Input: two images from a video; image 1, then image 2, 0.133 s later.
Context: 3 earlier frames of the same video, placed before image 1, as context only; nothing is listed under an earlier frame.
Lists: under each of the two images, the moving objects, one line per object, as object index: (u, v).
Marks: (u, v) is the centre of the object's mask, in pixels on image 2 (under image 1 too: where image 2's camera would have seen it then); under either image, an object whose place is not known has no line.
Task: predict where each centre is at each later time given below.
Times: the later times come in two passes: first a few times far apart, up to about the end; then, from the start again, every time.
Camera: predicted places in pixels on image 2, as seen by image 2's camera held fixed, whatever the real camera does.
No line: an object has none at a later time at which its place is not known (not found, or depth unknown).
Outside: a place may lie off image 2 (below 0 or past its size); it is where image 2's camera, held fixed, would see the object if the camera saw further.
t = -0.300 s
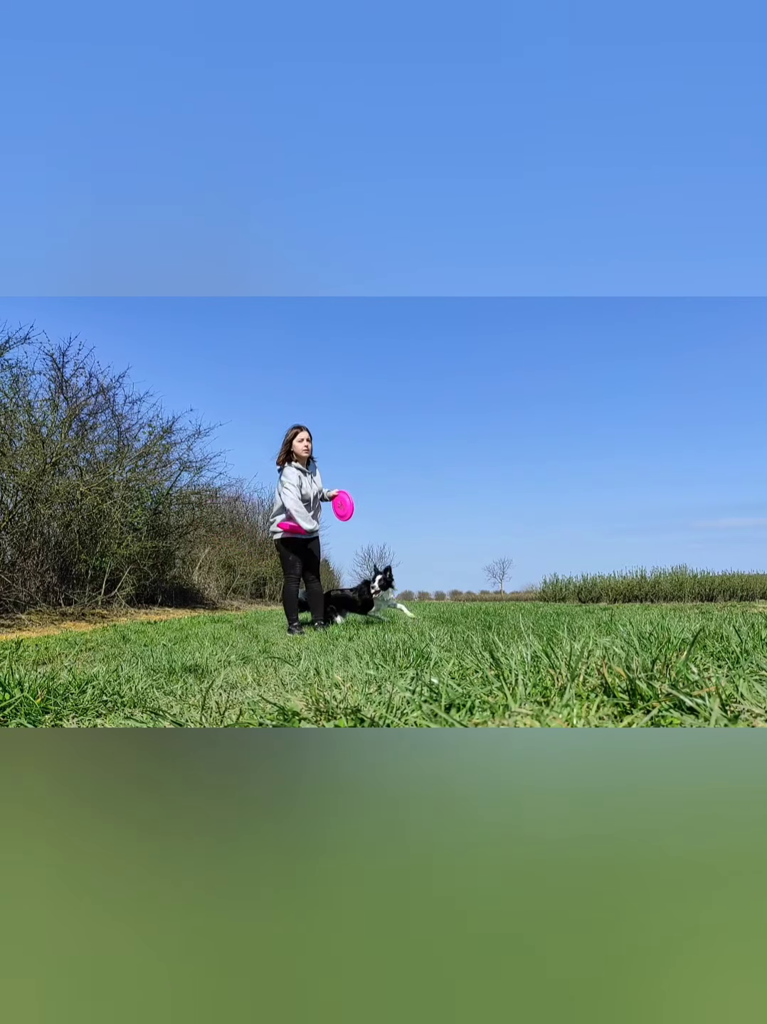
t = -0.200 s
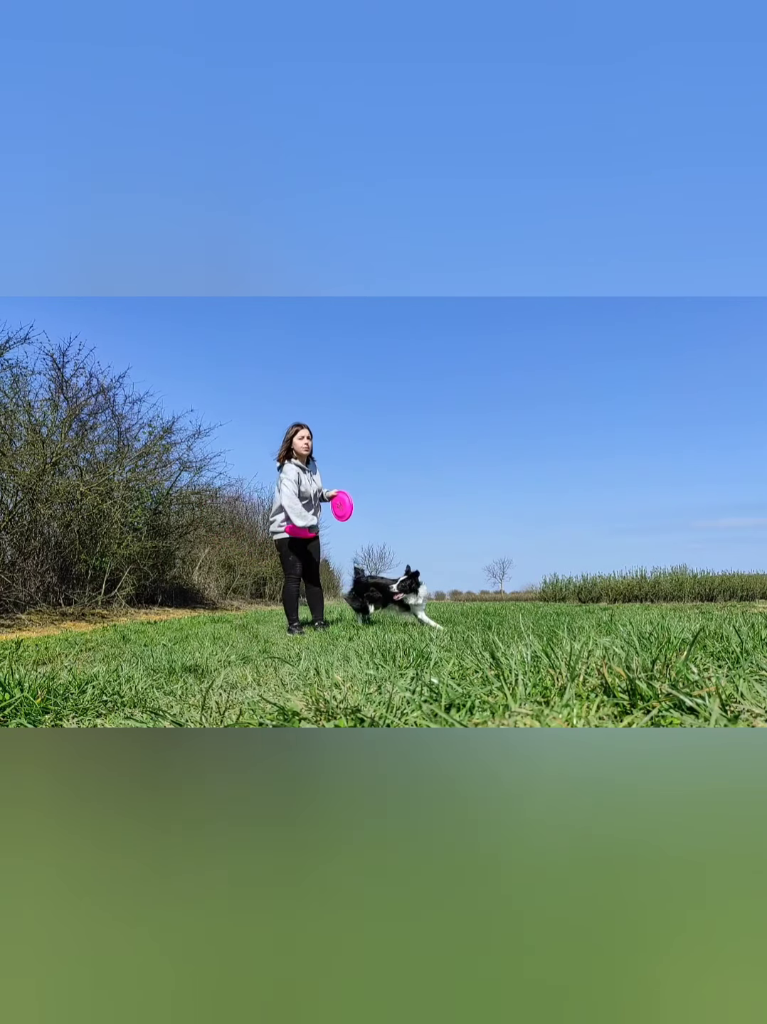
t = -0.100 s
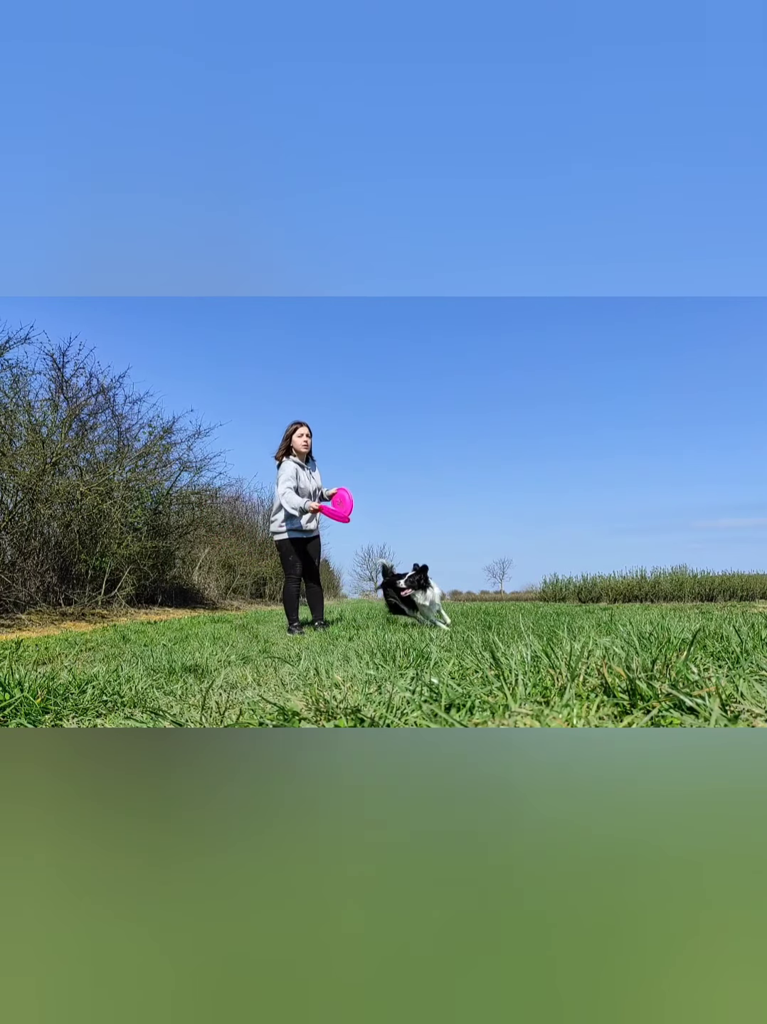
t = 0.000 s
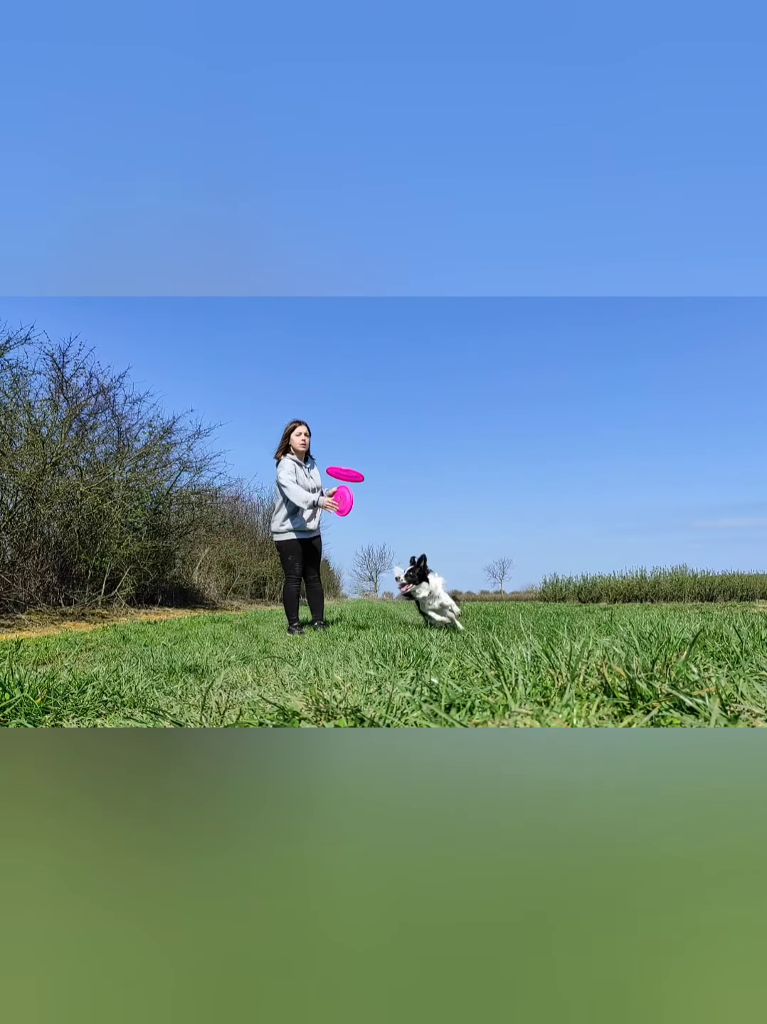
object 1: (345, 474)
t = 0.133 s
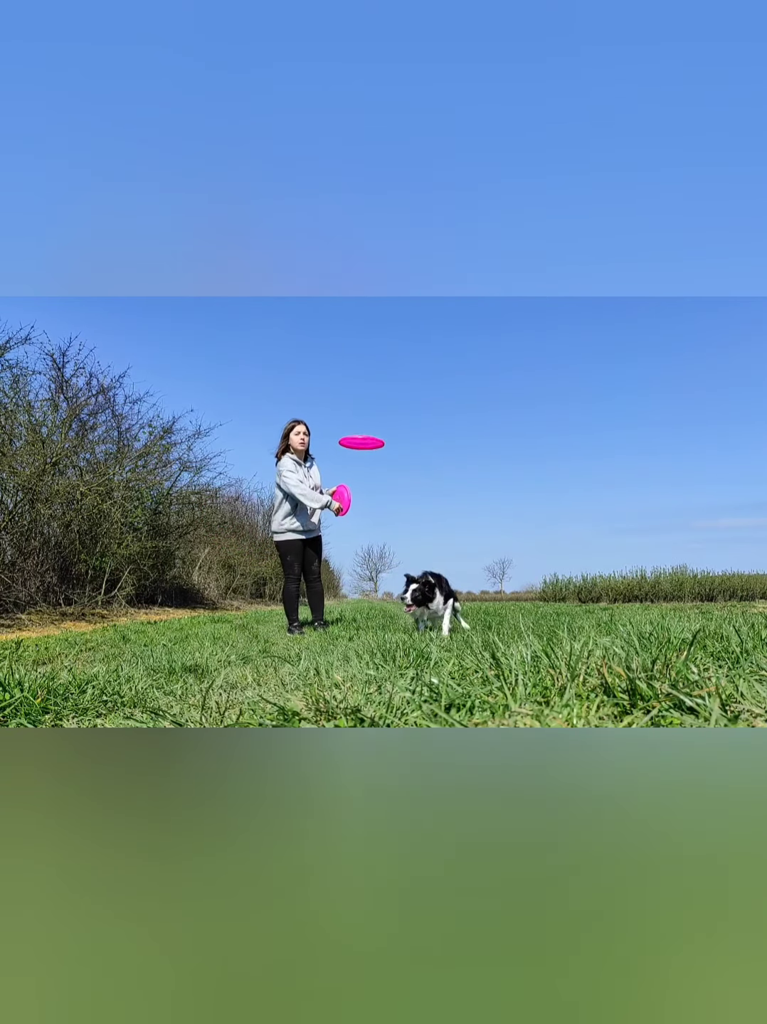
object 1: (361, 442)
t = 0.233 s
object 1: (377, 430)
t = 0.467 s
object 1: (443, 419)
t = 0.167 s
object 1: (366, 437)
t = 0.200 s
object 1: (371, 433)
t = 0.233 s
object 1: (377, 430)
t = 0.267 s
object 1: (384, 427)
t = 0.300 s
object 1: (390, 425)
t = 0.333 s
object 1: (398, 424)
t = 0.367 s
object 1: (407, 422)
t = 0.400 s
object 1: (417, 421)
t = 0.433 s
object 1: (430, 420)
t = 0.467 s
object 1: (443, 419)
